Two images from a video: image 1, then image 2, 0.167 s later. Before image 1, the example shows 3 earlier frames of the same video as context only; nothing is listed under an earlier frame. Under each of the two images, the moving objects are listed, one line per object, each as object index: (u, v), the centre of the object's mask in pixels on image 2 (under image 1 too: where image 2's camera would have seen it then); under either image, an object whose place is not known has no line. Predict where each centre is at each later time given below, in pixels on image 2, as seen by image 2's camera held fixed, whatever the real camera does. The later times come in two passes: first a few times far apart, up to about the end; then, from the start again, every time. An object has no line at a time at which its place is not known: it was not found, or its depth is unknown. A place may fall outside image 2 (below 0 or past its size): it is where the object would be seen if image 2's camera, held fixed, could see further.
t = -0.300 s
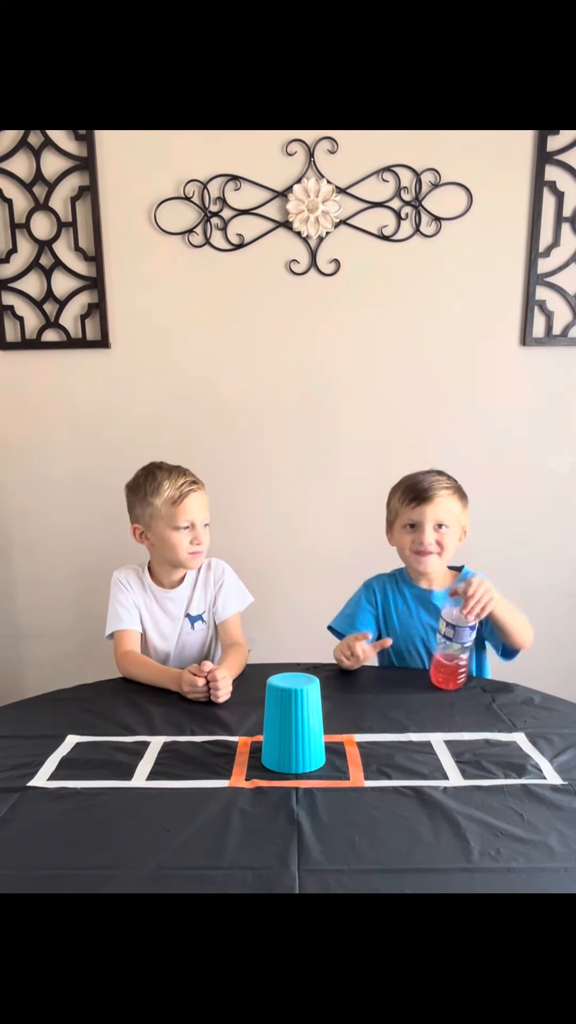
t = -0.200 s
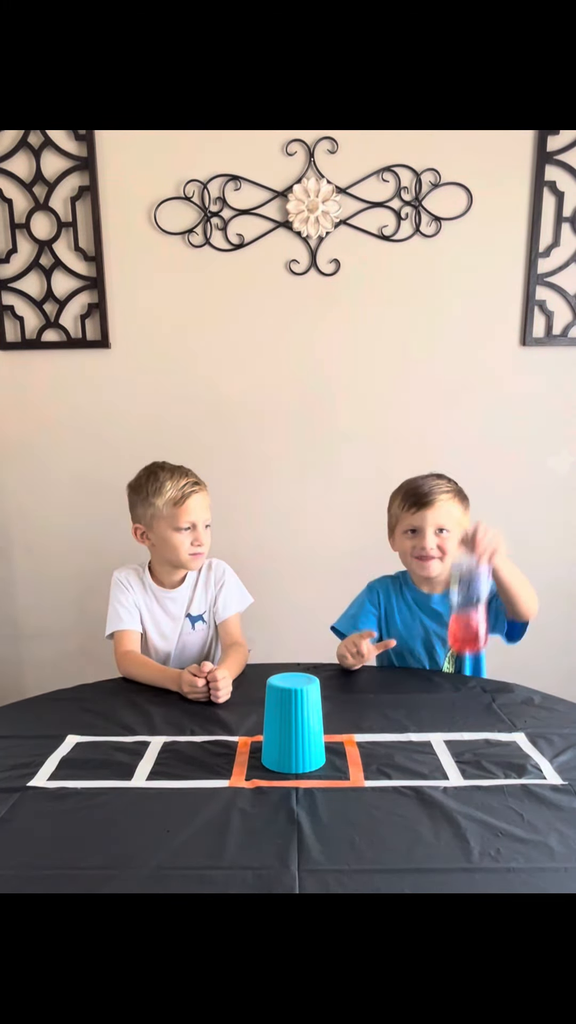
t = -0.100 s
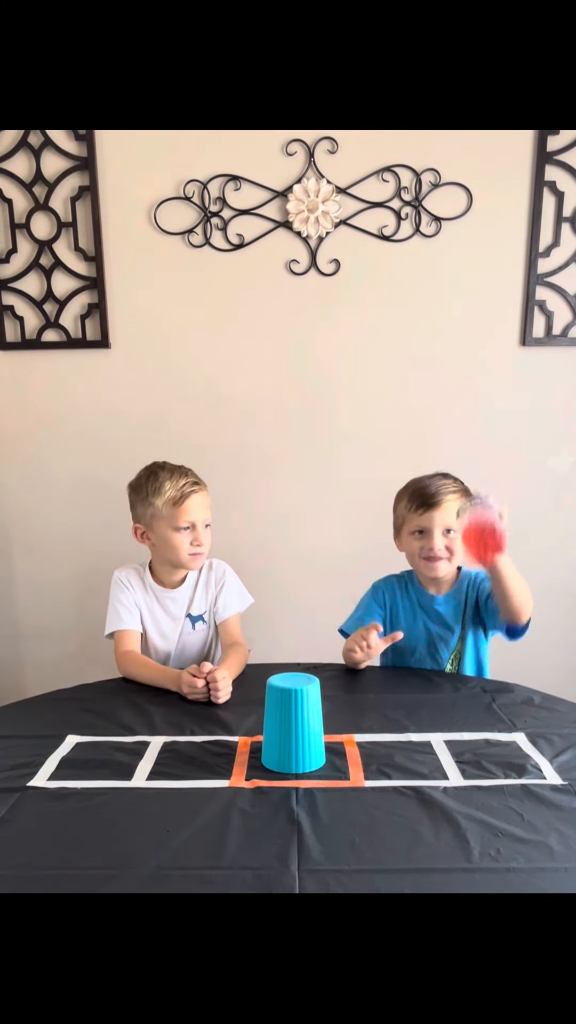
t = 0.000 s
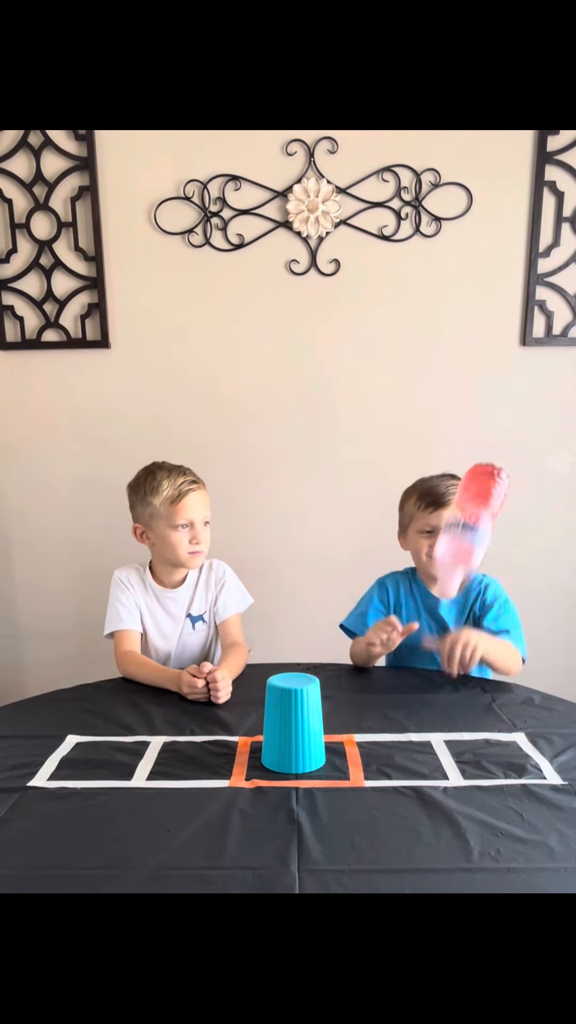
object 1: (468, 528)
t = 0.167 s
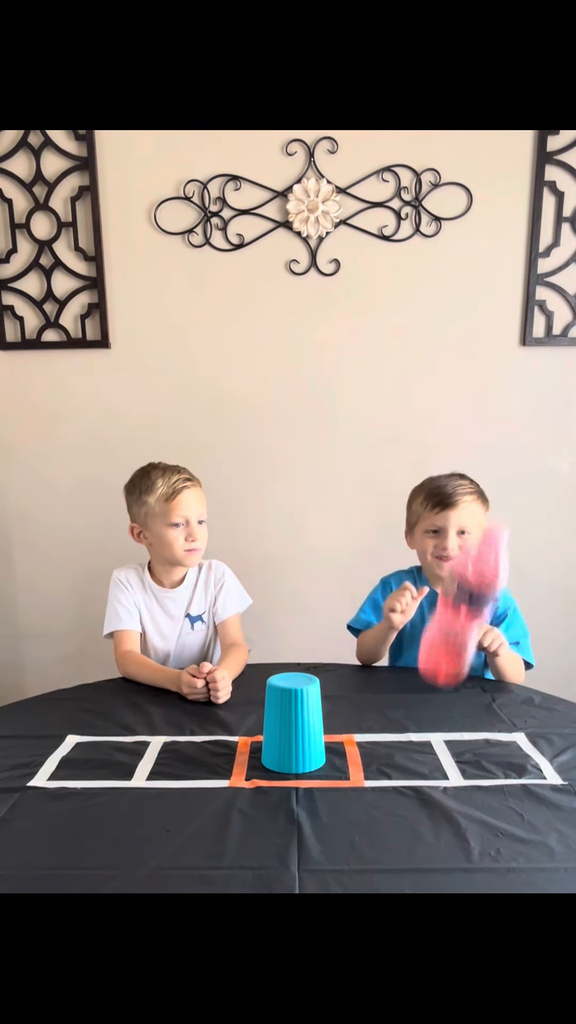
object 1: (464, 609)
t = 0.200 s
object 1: (459, 657)
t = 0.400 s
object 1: (440, 748)
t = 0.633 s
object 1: (445, 749)
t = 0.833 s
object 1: (430, 741)
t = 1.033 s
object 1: (436, 746)
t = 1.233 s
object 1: (437, 746)
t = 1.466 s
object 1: (439, 747)
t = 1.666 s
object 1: (438, 747)
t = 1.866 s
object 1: (439, 748)
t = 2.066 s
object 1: (438, 747)
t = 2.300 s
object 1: (437, 747)
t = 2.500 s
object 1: (438, 747)
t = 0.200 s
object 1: (459, 657)
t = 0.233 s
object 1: (449, 725)
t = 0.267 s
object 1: (448, 735)
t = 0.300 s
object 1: (447, 738)
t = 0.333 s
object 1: (445, 741)
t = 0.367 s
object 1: (440, 746)
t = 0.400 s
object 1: (440, 748)
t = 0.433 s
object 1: (440, 750)
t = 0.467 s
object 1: (441, 752)
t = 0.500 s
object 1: (444, 753)
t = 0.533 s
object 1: (446, 754)
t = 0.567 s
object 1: (448, 753)
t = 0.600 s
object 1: (447, 751)
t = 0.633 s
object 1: (445, 749)
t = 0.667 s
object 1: (441, 746)
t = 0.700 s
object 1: (435, 742)
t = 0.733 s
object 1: (430, 741)
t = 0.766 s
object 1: (430, 740)
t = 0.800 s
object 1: (430, 740)
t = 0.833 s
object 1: (430, 741)
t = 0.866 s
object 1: (434, 742)
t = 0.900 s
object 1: (437, 745)
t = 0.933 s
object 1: (442, 747)
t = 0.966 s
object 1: (445, 747)
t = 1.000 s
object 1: (442, 746)
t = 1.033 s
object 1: (436, 746)
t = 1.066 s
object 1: (437, 746)
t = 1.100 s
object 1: (441, 746)
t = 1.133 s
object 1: (440, 747)
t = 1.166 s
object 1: (437, 746)
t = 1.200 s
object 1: (436, 746)
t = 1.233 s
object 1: (437, 746)
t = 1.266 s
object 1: (440, 747)
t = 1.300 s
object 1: (441, 747)
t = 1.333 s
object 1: (438, 747)
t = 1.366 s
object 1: (436, 746)
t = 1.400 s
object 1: (437, 746)
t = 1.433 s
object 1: (438, 747)
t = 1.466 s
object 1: (439, 747)
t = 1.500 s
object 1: (438, 747)
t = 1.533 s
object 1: (437, 747)
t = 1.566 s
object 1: (438, 747)
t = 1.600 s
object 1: (438, 747)
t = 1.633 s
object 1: (437, 747)
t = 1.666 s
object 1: (438, 747)
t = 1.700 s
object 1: (438, 747)
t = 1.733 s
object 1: (438, 747)
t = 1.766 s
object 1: (437, 747)
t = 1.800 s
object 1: (437, 747)
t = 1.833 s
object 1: (439, 748)
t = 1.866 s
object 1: (439, 748)
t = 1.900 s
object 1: (439, 748)
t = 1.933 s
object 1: (439, 747)
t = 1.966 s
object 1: (439, 747)
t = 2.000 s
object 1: (440, 747)
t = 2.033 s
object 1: (439, 747)
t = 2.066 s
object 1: (438, 747)
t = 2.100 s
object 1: (439, 748)
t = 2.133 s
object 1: (438, 747)
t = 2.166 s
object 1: (439, 748)
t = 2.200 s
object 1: (439, 747)
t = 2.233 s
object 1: (439, 748)
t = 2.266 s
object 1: (437, 747)
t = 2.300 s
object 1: (437, 747)
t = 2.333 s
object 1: (437, 747)
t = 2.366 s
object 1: (438, 747)
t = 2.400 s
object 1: (438, 747)
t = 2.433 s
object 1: (438, 747)
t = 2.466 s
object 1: (438, 747)
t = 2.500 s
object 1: (438, 747)
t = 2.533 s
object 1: (437, 747)
